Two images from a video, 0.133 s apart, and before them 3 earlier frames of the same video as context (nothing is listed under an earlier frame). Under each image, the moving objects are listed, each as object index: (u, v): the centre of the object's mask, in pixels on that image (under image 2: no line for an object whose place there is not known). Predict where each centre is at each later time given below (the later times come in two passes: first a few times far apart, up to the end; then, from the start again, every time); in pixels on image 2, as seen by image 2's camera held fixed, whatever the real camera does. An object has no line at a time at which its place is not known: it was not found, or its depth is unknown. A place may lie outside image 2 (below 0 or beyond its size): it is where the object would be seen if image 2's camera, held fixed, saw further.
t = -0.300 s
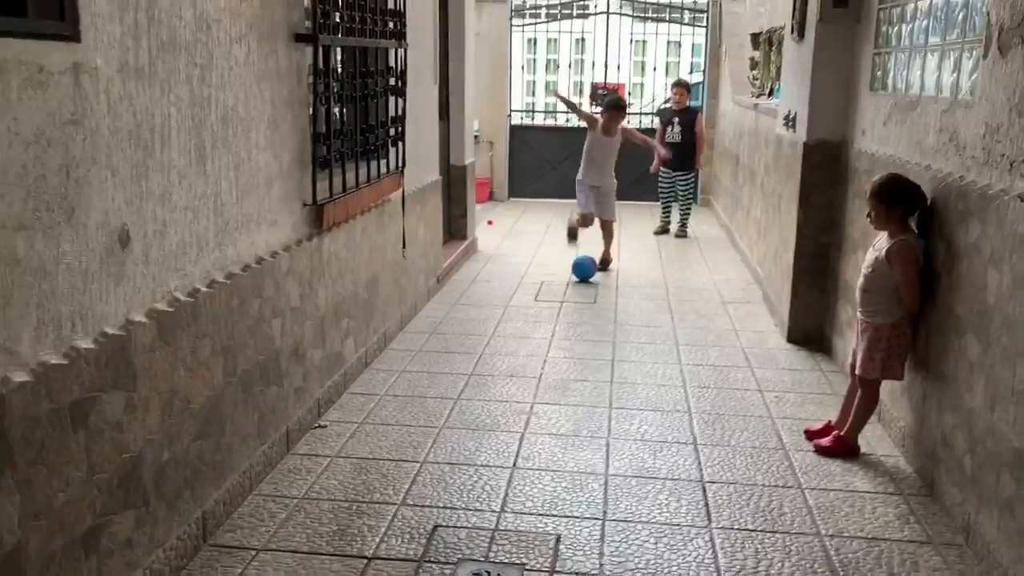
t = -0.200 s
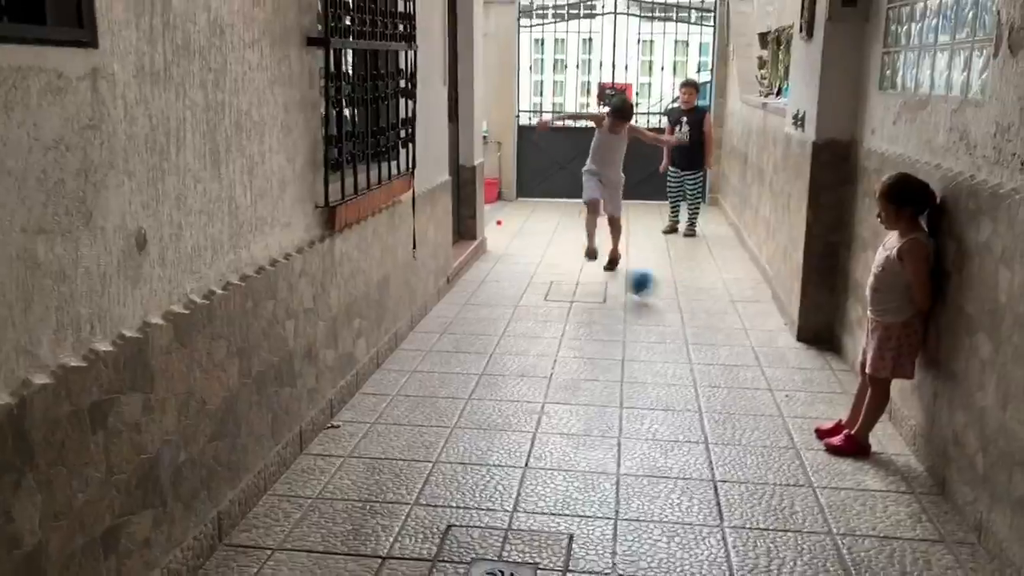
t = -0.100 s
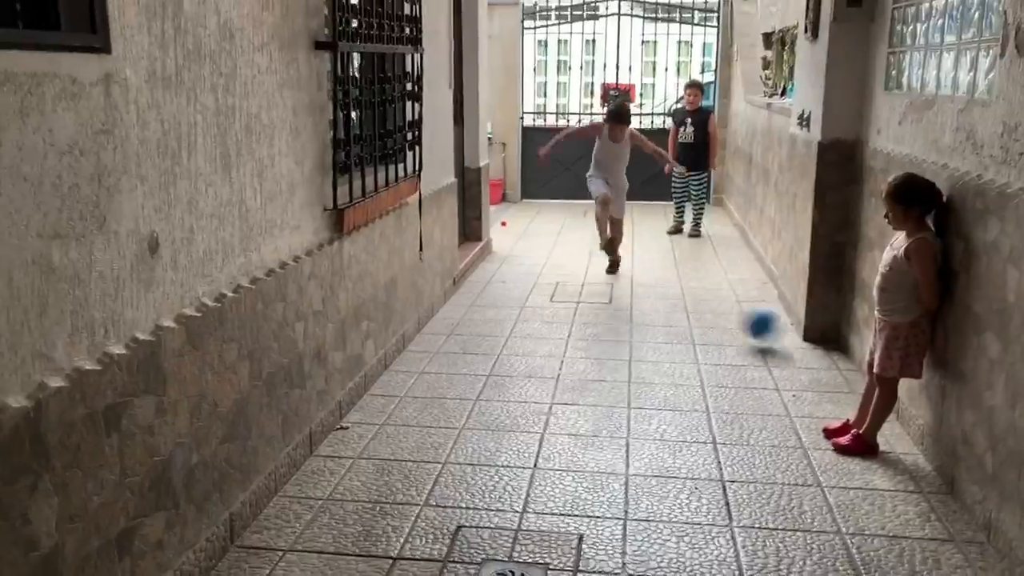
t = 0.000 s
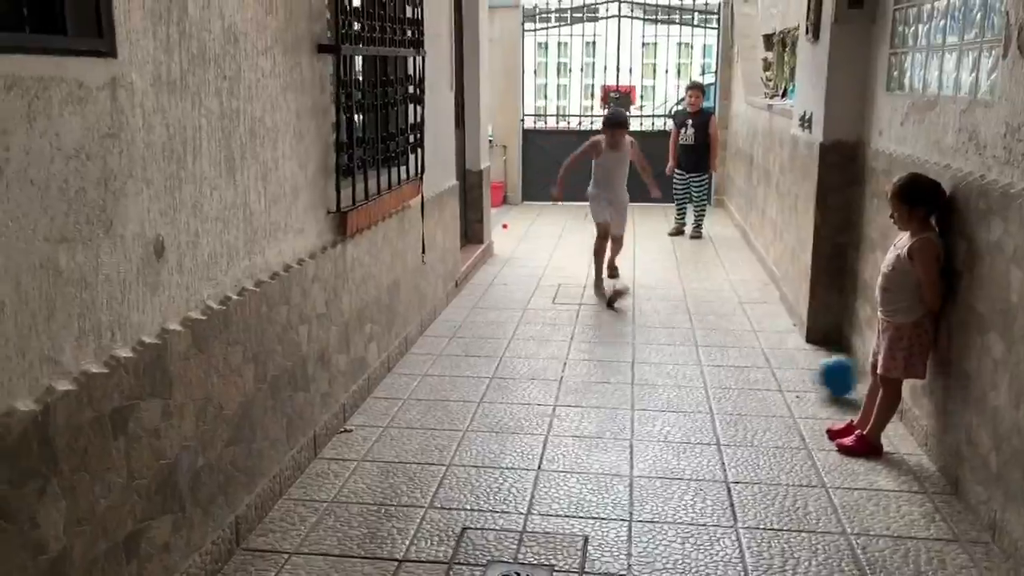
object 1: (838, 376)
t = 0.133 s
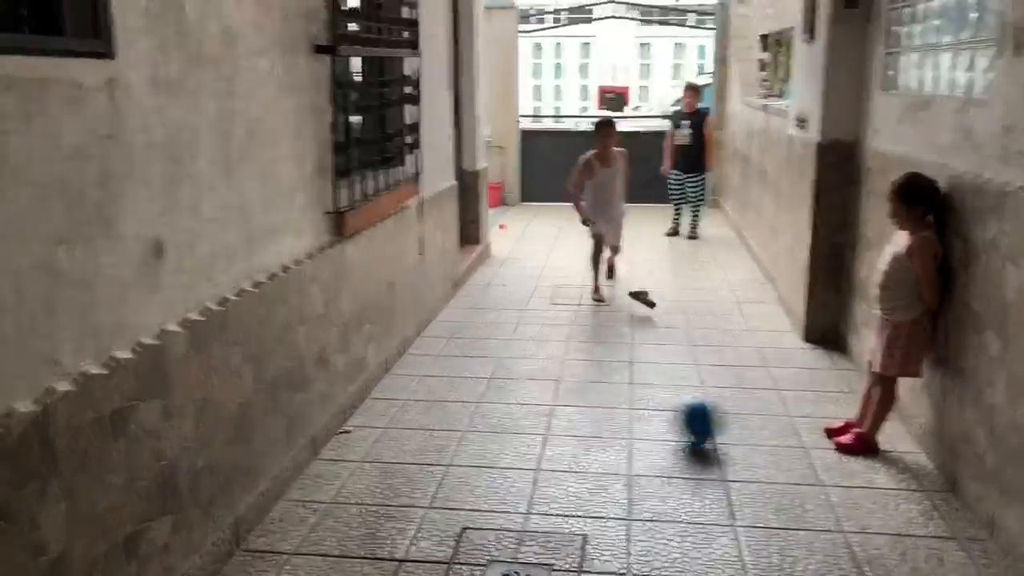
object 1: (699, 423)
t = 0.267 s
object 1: (552, 478)
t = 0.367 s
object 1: (437, 523)
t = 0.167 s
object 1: (663, 431)
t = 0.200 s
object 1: (630, 446)
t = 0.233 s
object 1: (594, 461)
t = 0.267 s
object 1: (552, 478)
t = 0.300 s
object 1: (517, 492)
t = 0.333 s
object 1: (480, 506)
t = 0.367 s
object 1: (437, 523)
